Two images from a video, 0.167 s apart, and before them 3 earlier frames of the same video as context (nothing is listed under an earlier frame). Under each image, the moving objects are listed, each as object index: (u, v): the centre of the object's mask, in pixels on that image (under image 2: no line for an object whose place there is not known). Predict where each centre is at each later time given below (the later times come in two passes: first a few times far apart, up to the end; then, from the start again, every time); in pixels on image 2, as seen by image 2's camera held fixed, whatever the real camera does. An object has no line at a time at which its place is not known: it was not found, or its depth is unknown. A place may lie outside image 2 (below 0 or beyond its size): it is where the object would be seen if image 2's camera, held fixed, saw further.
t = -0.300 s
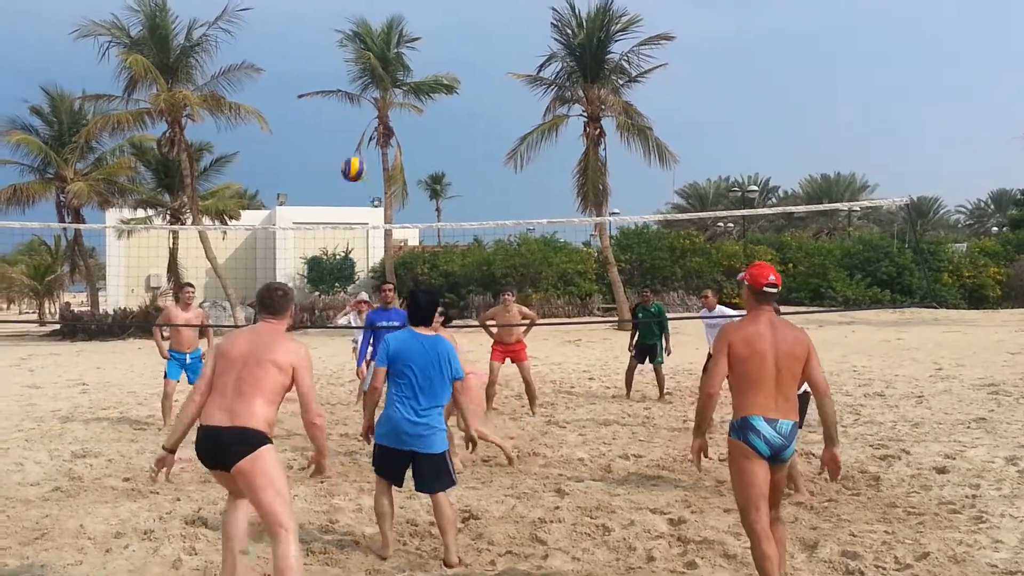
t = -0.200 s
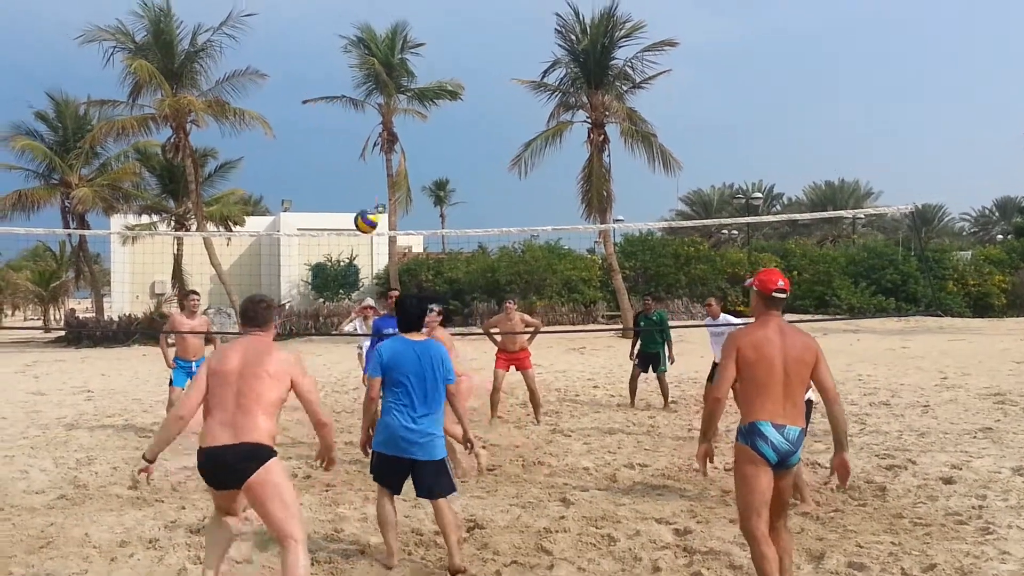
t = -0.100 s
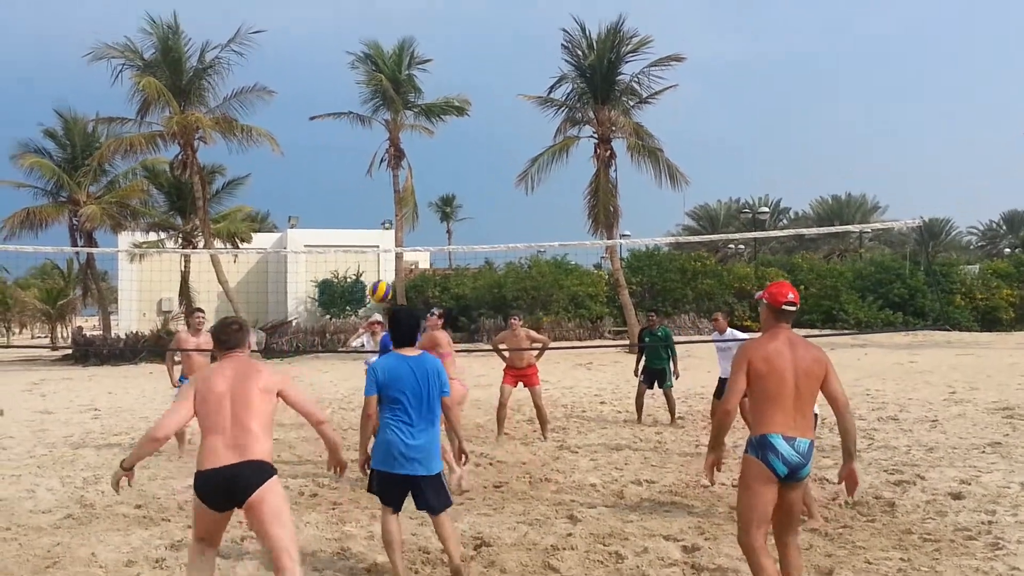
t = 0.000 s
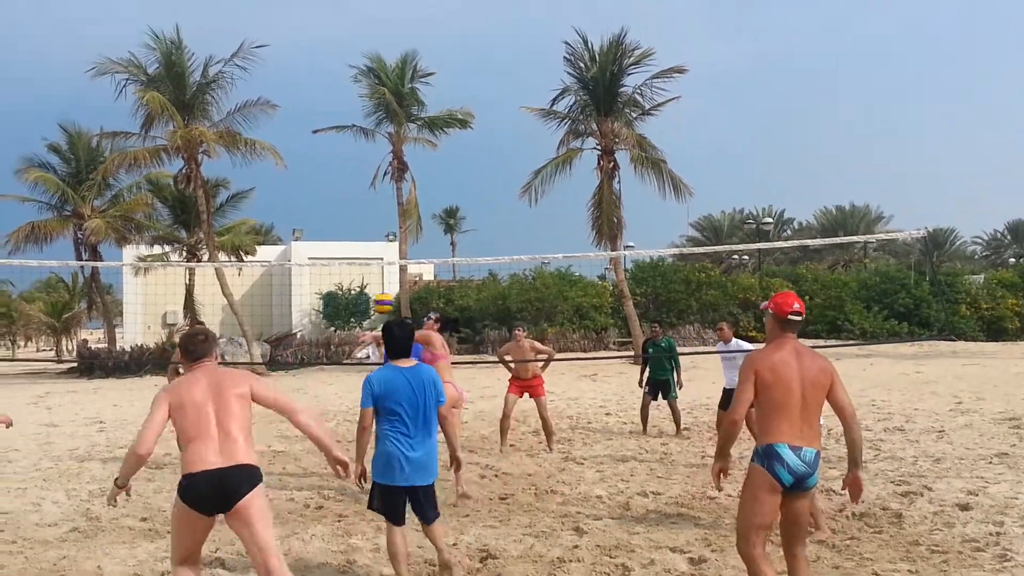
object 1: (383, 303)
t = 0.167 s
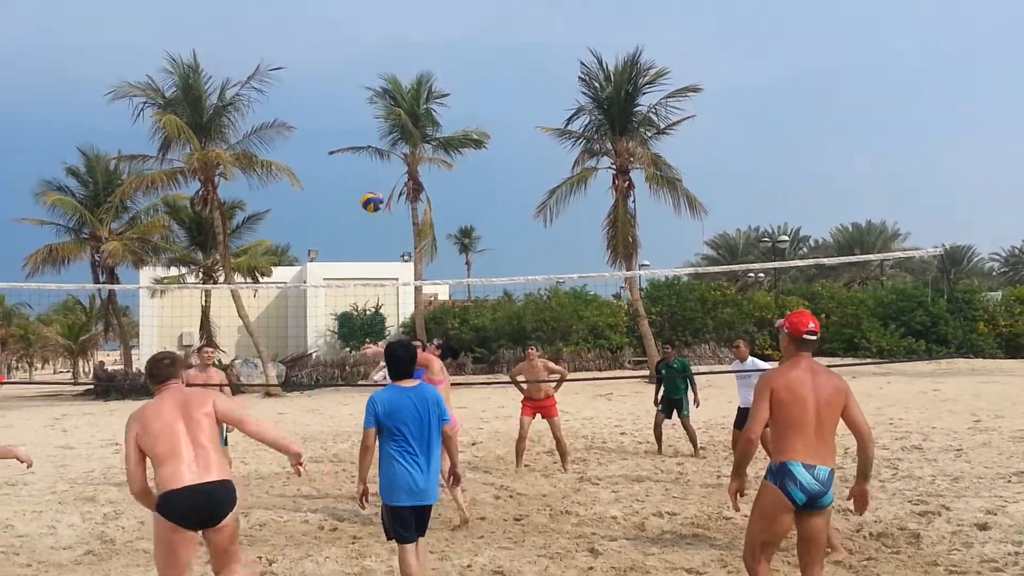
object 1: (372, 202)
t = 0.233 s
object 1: (361, 162)
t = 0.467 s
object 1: (326, 55)
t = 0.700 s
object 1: (289, 2)
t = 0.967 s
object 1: (248, 11)
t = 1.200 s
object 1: (211, 80)
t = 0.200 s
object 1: (367, 181)
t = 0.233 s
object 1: (361, 162)
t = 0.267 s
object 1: (357, 144)
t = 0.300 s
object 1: (350, 125)
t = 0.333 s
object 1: (345, 108)
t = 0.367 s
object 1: (339, 92)
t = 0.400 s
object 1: (335, 79)
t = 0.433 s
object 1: (332, 66)
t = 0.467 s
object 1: (326, 55)
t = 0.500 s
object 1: (320, 43)
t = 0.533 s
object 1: (313, 34)
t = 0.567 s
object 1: (308, 25)
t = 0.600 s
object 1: (303, 18)
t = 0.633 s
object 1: (299, 11)
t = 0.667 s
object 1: (294, 6)
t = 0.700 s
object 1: (289, 2)
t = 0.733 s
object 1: (284, -1)
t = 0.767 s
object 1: (278, -2)
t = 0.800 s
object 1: (272, -2)
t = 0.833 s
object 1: (268, -1)
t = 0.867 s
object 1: (263, 0)
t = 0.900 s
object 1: (258, 2)
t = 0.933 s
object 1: (253, 6)
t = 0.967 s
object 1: (248, 11)
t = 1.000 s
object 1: (242, 17)
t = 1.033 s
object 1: (236, 23)
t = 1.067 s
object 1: (230, 31)
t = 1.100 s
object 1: (225, 42)
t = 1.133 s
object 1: (220, 53)
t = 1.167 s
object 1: (215, 66)
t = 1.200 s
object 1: (211, 80)
